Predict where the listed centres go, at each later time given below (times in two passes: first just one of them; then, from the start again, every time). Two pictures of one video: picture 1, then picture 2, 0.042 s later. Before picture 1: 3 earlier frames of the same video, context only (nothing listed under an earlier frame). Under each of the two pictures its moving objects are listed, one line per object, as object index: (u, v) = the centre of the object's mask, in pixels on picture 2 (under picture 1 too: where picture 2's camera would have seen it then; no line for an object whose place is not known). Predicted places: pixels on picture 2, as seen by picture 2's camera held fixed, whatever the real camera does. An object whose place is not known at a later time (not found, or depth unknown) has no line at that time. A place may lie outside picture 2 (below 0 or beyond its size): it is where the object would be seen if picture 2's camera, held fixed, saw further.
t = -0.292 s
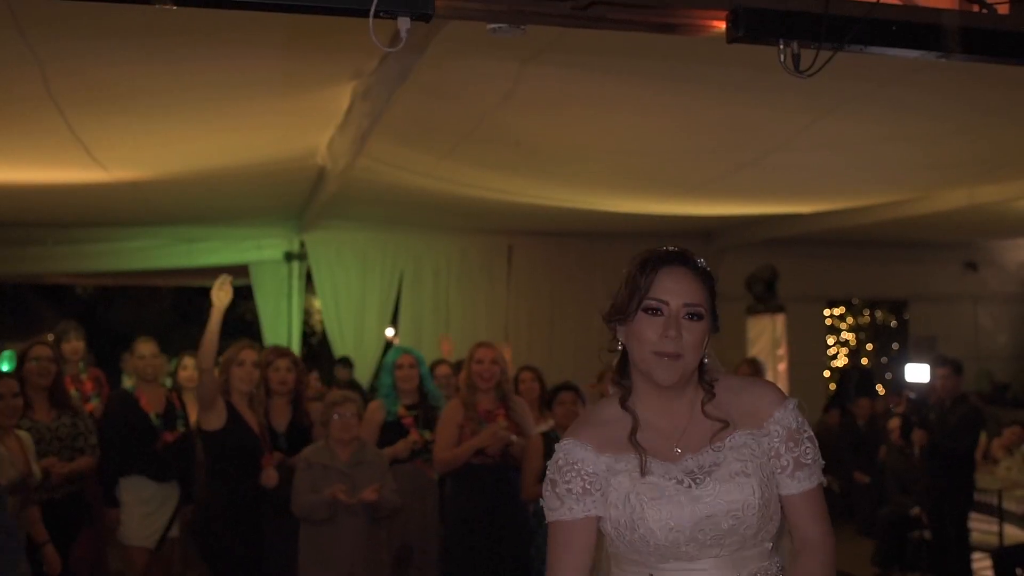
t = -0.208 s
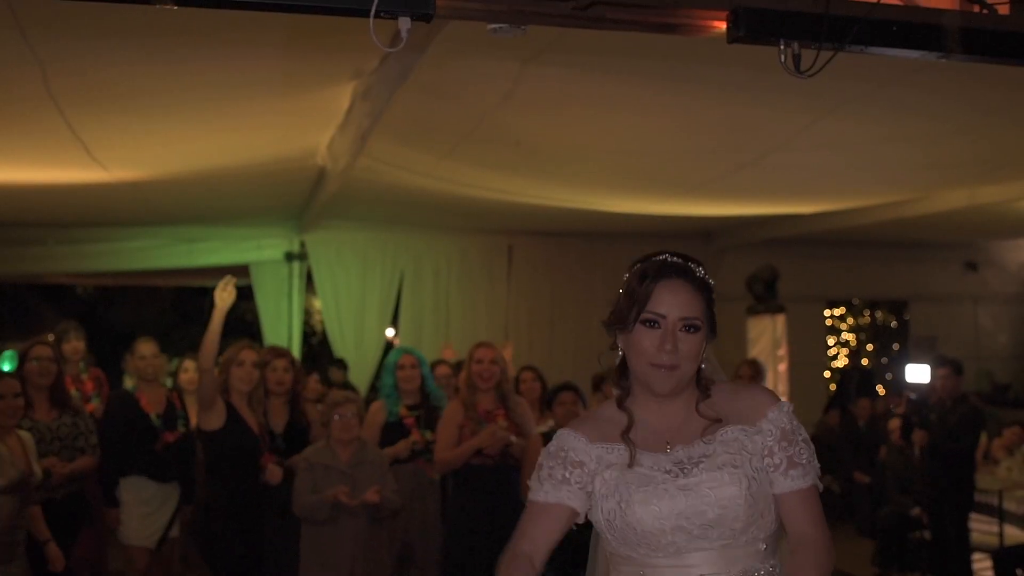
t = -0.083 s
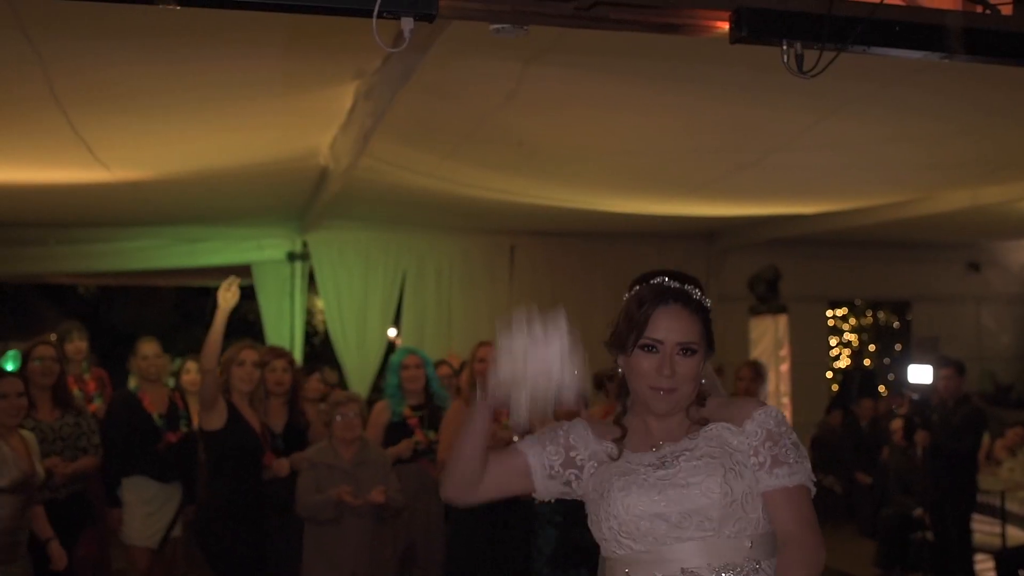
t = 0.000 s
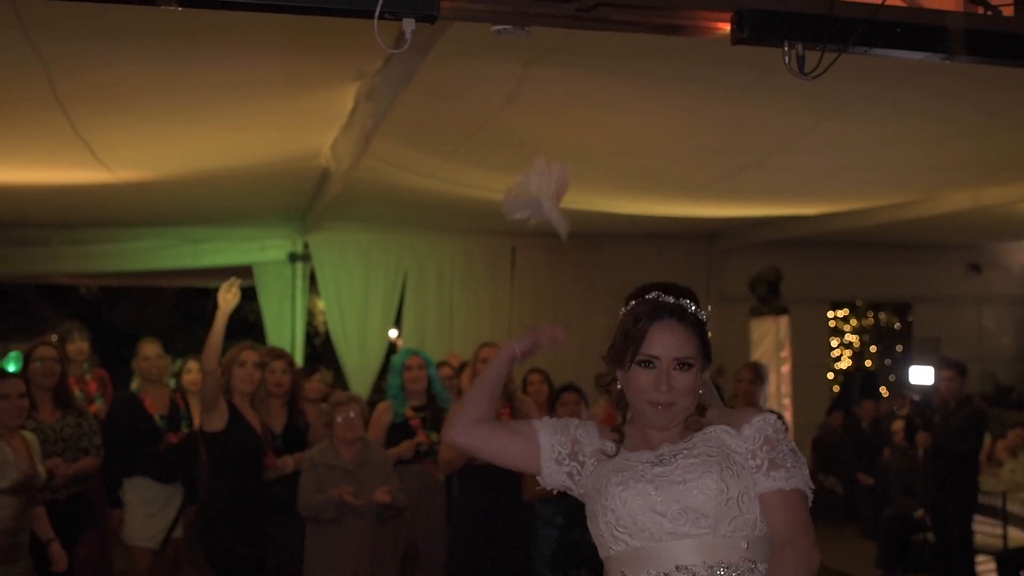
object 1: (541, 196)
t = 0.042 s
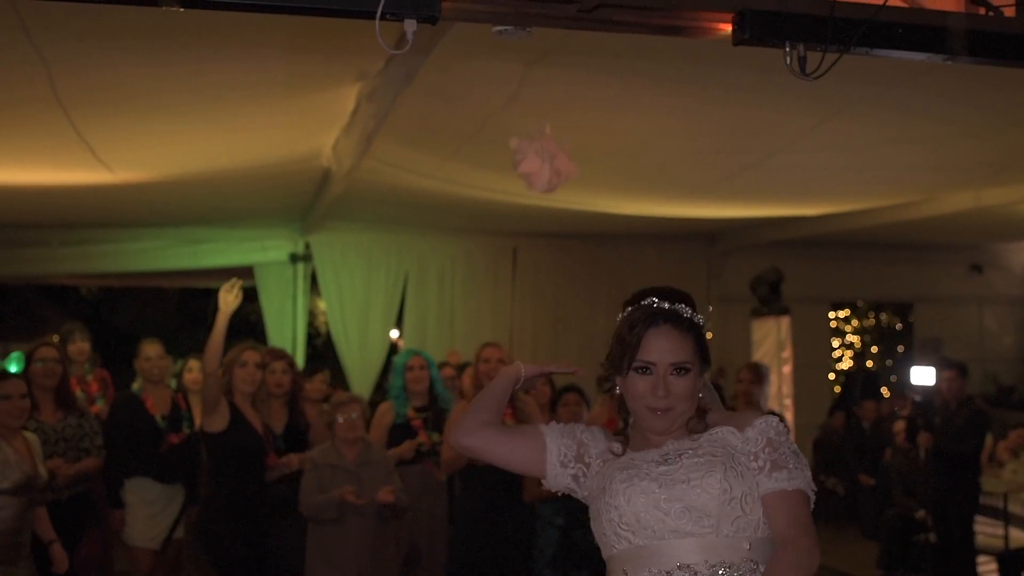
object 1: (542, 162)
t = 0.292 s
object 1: (568, 157)
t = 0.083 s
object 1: (547, 146)
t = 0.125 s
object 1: (552, 136)
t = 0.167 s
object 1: (554, 137)
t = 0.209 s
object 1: (559, 141)
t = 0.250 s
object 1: (562, 147)
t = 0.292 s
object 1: (568, 157)
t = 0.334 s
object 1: (570, 168)
